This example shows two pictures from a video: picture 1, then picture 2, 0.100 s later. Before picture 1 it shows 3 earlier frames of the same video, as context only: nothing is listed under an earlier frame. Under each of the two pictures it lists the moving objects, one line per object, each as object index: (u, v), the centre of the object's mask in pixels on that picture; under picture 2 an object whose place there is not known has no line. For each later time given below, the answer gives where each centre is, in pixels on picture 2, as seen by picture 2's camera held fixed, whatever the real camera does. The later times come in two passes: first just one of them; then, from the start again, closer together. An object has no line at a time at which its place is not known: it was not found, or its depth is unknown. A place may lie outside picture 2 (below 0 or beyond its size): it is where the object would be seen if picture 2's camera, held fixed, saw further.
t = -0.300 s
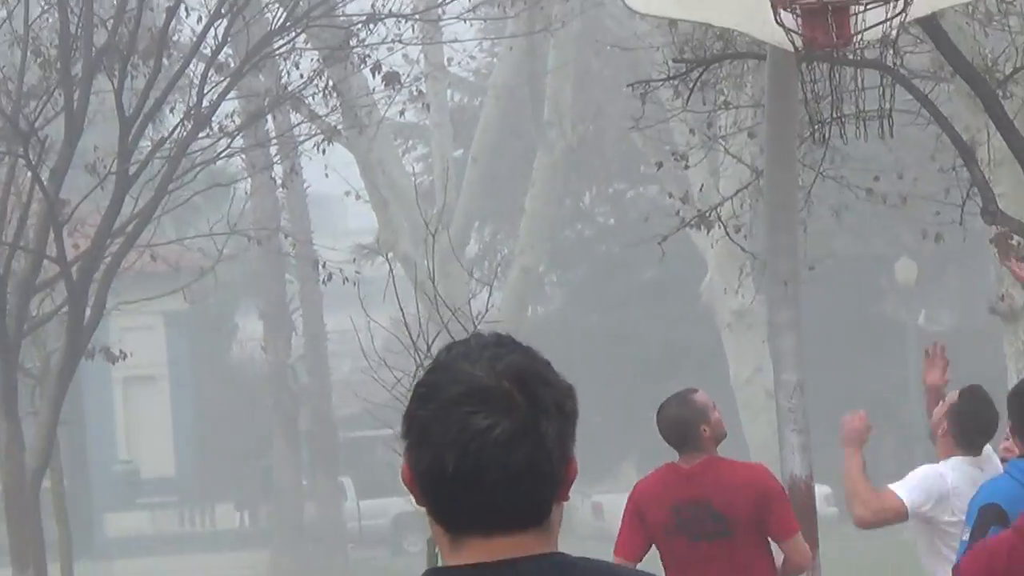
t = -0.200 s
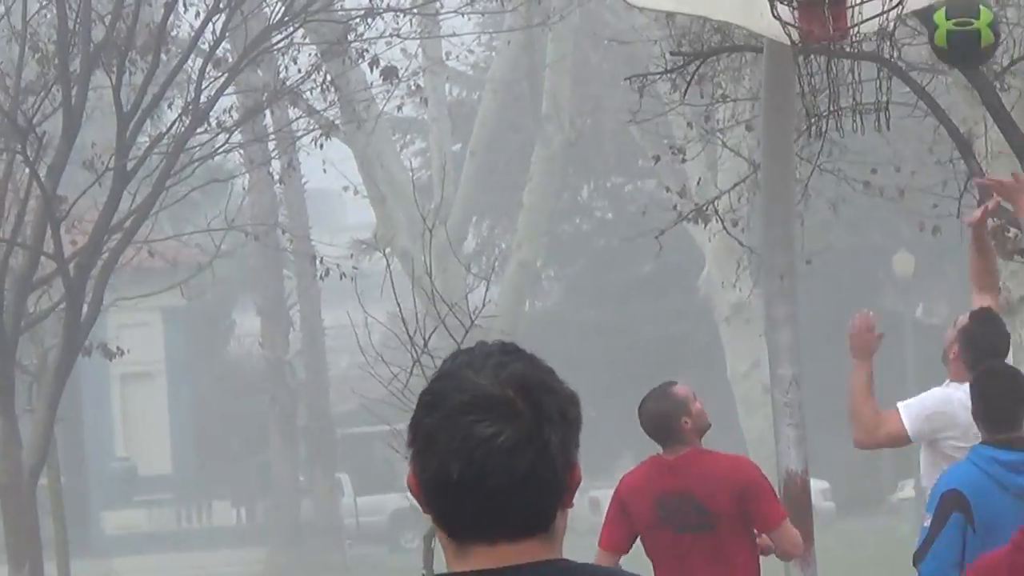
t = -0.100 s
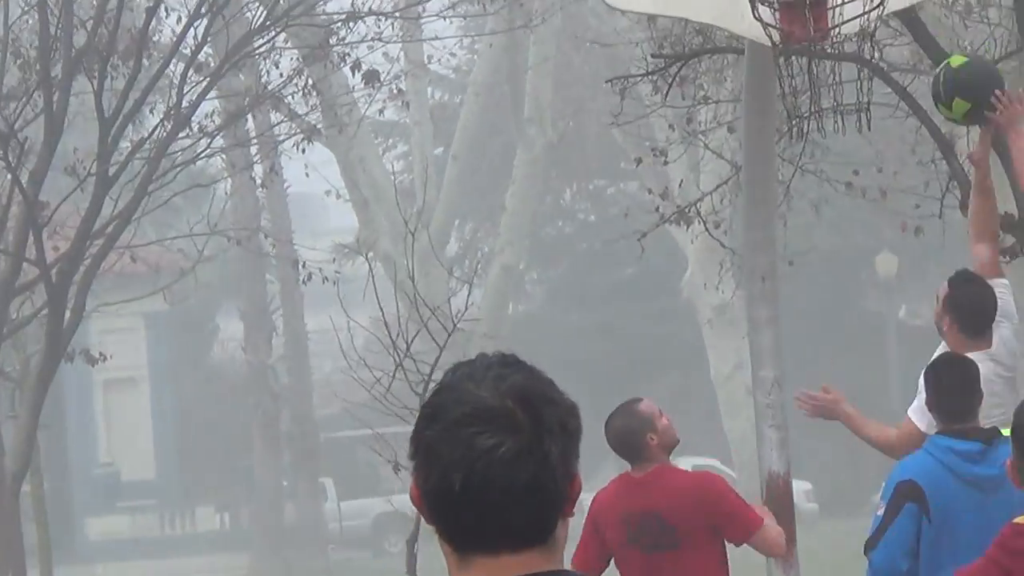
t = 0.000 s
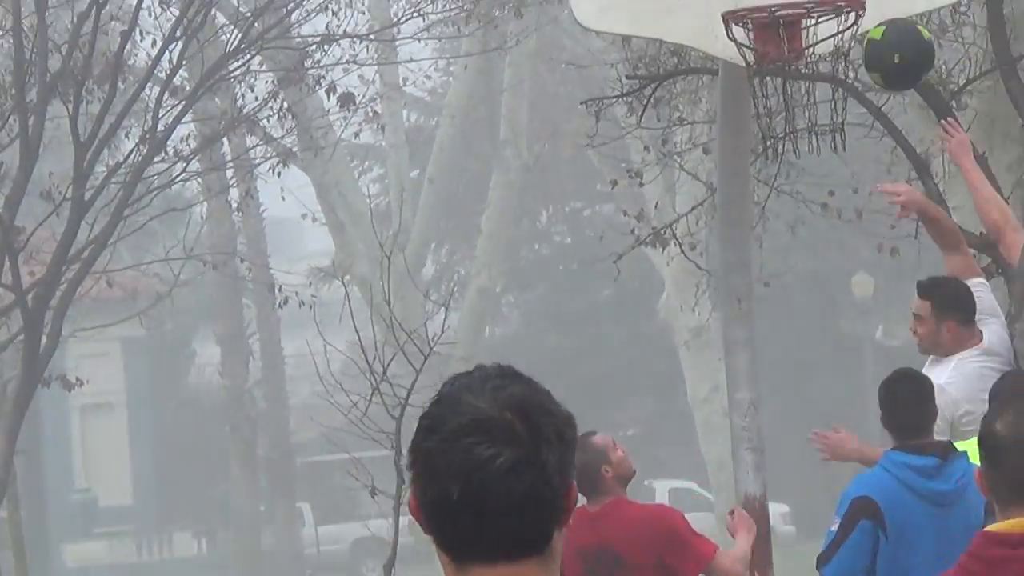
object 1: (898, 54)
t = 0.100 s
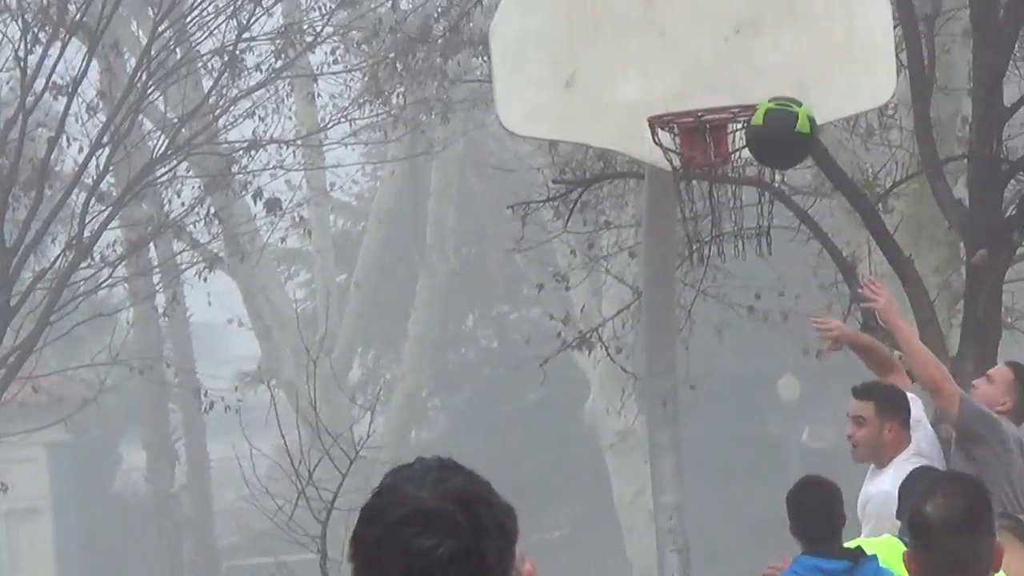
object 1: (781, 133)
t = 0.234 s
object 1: (742, 148)
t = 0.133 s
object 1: (767, 130)
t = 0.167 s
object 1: (757, 131)
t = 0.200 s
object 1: (747, 138)
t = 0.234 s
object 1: (742, 148)
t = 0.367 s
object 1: (731, 232)
